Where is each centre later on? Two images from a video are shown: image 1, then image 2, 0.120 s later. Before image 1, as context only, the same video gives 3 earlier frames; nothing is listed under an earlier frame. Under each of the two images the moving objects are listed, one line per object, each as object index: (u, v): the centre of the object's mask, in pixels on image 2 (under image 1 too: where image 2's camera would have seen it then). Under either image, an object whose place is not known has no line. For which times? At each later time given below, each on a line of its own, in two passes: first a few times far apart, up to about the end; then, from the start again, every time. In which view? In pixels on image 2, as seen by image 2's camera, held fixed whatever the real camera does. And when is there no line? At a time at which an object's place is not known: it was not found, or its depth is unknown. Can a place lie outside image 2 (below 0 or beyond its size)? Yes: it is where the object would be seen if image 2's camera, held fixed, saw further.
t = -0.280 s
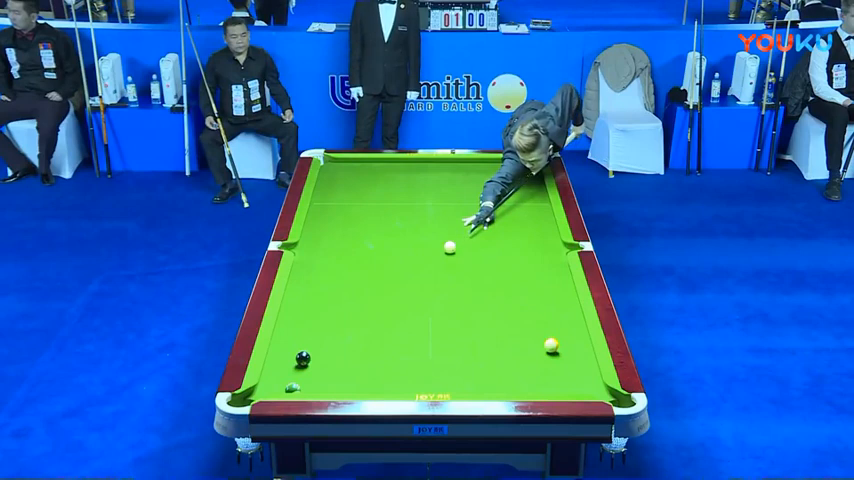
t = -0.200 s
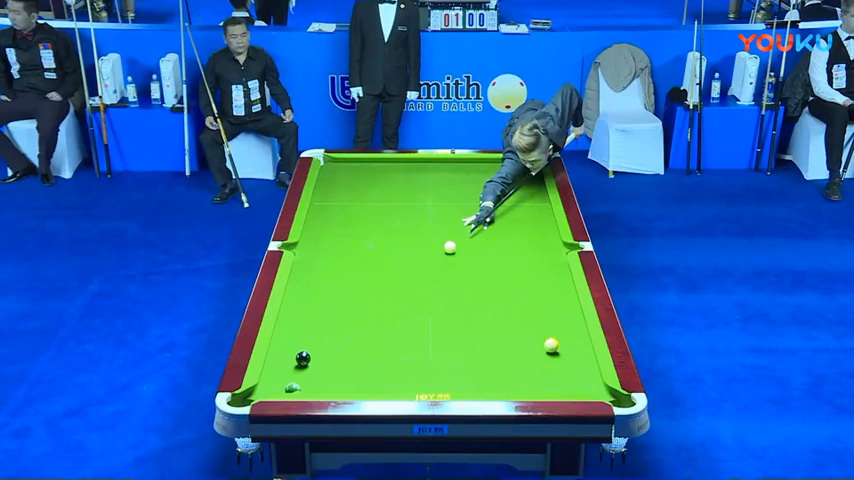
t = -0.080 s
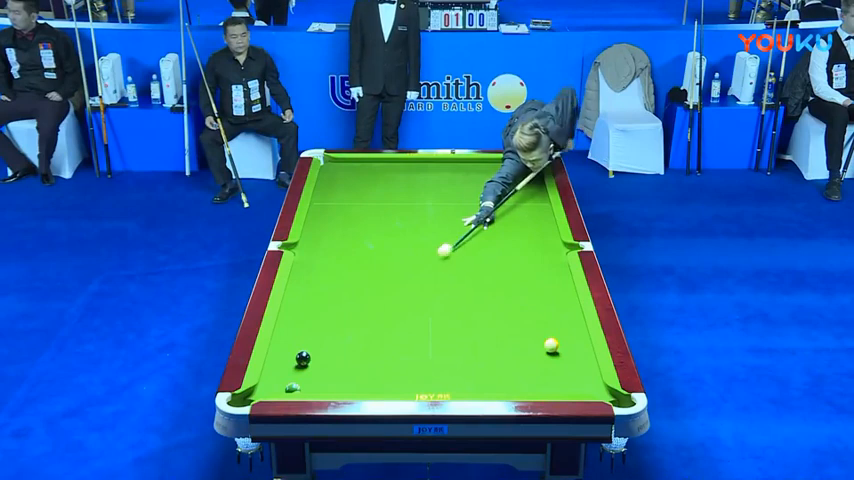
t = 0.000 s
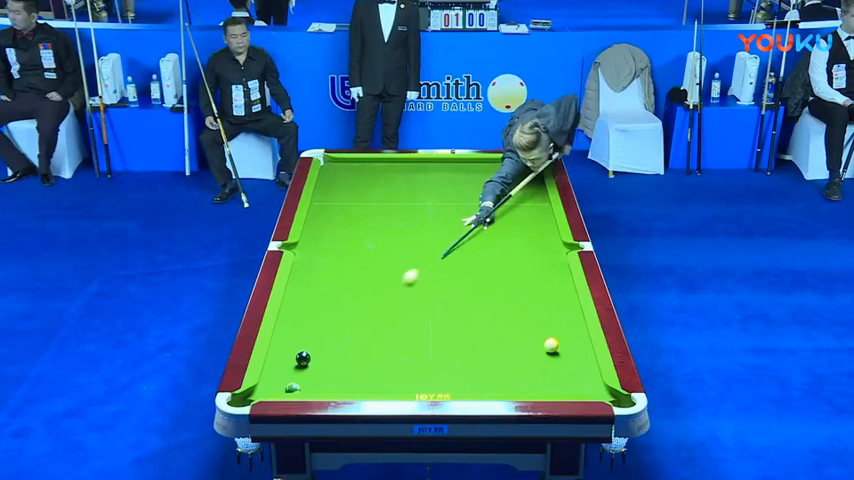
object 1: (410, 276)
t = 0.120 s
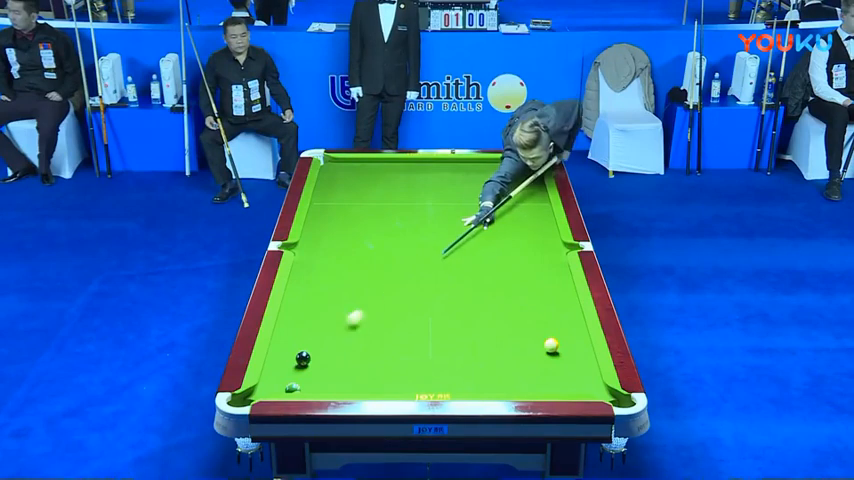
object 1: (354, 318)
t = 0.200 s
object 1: (314, 349)
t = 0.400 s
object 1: (311, 348)
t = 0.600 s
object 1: (315, 342)
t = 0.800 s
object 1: (318, 337)
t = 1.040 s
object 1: (321, 331)
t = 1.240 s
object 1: (325, 327)
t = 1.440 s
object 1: (327, 323)
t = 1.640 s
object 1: (329, 320)
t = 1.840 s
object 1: (331, 317)
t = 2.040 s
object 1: (332, 315)
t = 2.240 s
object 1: (334, 313)
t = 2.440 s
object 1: (335, 311)
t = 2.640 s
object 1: (336, 310)
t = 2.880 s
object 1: (337, 309)
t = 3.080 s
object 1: (337, 308)
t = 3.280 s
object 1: (337, 308)
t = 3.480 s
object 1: (337, 308)
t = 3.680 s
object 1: (337, 308)
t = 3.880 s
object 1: (337, 308)
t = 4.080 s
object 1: (337, 308)
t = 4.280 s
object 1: (337, 308)
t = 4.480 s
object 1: (337, 308)
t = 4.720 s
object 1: (337, 308)
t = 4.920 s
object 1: (337, 308)
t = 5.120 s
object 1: (337, 308)
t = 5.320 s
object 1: (337, 308)
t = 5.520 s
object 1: (337, 308)
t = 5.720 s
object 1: (337, 308)
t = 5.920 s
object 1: (337, 308)
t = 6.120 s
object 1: (337, 308)
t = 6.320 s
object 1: (337, 308)
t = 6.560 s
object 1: (337, 308)
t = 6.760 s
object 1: (337, 308)
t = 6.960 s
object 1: (337, 308)
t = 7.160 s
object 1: (337, 308)
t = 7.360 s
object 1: (337, 308)
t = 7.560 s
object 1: (337, 308)
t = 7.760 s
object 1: (337, 308)
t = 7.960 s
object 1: (337, 308)
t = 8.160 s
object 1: (337, 308)
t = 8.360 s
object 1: (337, 308)
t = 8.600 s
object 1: (337, 308)
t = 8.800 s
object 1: (337, 308)
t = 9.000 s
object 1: (337, 308)
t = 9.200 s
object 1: (337, 308)
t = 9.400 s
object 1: (337, 308)
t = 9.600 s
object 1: (337, 308)
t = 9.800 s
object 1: (337, 308)
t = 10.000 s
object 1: (337, 308)
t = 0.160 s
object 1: (335, 333)
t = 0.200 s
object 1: (314, 349)
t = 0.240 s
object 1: (310, 351)
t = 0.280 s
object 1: (309, 351)
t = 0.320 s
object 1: (309, 351)
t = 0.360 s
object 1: (309, 349)
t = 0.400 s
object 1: (311, 348)
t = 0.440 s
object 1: (311, 347)
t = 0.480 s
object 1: (312, 346)
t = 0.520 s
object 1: (313, 344)
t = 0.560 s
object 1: (314, 343)
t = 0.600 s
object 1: (315, 342)
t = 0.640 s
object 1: (315, 341)
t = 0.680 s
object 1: (316, 340)
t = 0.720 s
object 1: (317, 339)
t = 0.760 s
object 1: (317, 338)
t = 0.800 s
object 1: (318, 337)
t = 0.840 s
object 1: (319, 336)
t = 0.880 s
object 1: (319, 335)
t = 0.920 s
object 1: (320, 334)
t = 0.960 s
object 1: (321, 333)
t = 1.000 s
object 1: (321, 332)
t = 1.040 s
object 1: (321, 331)
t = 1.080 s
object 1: (322, 331)
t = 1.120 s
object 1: (323, 330)
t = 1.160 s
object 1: (324, 329)
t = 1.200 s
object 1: (324, 328)
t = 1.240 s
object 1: (325, 327)
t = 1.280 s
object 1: (325, 326)
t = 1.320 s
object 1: (326, 325)
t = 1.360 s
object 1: (326, 325)
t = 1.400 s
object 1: (327, 324)
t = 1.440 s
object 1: (327, 323)
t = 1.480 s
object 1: (328, 323)
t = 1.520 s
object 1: (328, 322)
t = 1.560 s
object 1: (328, 321)
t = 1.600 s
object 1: (329, 321)
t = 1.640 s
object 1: (329, 320)
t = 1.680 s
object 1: (330, 320)
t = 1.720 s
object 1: (330, 319)
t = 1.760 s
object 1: (330, 318)
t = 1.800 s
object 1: (331, 318)
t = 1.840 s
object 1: (331, 317)
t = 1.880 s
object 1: (331, 317)
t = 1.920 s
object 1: (332, 316)
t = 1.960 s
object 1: (332, 316)
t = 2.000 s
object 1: (332, 315)
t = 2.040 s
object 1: (332, 315)
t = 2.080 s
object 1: (333, 314)
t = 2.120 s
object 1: (333, 314)
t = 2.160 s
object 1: (333, 313)
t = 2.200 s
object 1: (334, 313)
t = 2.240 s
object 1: (334, 313)
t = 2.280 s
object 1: (334, 312)
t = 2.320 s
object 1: (334, 312)
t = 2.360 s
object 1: (335, 312)
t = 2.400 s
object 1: (335, 311)
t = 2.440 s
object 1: (335, 311)
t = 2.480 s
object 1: (335, 311)
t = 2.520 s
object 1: (335, 310)
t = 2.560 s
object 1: (335, 310)
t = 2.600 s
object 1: (335, 310)
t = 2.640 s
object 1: (336, 310)
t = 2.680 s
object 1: (336, 309)
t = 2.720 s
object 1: (336, 309)
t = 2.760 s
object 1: (336, 309)
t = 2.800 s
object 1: (336, 309)
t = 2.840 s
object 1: (336, 309)
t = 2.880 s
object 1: (337, 309)
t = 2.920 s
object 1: (337, 308)
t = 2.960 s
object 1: (337, 308)
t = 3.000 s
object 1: (337, 308)
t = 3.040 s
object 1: (337, 308)
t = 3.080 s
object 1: (337, 308)
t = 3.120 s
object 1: (337, 308)
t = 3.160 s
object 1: (337, 308)
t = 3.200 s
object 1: (337, 308)
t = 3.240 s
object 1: (337, 308)
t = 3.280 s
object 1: (337, 308)
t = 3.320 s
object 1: (337, 308)
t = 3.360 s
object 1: (337, 308)
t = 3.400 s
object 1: (337, 308)
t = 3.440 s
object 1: (337, 308)
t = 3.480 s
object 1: (337, 308)
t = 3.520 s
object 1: (337, 308)
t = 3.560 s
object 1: (337, 308)
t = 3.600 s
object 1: (337, 308)
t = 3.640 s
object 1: (337, 308)
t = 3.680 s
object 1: (337, 308)
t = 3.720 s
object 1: (337, 308)
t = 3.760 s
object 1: (337, 308)
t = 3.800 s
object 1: (337, 308)
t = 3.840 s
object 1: (337, 308)
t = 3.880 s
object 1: (337, 308)
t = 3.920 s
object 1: (337, 308)
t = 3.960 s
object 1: (337, 308)
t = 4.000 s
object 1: (337, 308)
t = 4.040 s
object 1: (337, 308)
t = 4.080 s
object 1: (337, 308)
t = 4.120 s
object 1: (337, 308)
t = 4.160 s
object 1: (337, 308)
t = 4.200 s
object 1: (337, 308)
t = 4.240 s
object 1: (337, 308)
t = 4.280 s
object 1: (337, 308)
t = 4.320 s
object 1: (337, 308)
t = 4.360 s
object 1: (337, 308)
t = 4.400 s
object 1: (337, 308)
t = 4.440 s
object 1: (337, 308)
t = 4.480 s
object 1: (337, 308)
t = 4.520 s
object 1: (337, 308)
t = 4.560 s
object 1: (337, 308)
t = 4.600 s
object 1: (337, 308)
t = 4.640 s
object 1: (337, 308)
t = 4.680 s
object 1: (337, 308)
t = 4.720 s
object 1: (337, 308)
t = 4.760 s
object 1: (337, 308)
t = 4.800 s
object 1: (337, 308)
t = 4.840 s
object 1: (337, 308)
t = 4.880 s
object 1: (337, 308)
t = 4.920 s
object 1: (337, 308)
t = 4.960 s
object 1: (337, 308)
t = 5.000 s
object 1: (337, 308)
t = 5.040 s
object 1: (337, 308)
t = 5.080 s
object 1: (337, 308)
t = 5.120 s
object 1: (337, 308)
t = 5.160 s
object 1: (337, 308)
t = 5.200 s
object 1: (337, 308)
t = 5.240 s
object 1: (337, 308)
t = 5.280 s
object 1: (337, 308)
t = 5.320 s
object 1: (337, 308)
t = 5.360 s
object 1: (337, 308)
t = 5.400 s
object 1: (337, 308)
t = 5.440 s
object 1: (337, 308)
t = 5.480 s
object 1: (337, 308)
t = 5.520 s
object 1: (337, 308)
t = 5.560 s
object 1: (337, 308)
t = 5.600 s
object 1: (337, 308)
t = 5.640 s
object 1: (337, 308)
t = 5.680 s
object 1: (337, 308)
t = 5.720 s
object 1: (337, 308)
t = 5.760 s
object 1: (337, 308)
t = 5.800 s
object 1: (337, 308)
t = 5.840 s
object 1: (337, 308)
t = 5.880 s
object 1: (337, 308)
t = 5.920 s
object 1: (337, 308)
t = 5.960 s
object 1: (337, 308)
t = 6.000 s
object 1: (337, 308)
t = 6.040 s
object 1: (337, 308)
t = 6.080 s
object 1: (337, 308)
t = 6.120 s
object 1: (337, 308)
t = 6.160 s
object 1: (337, 308)
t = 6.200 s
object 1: (337, 308)
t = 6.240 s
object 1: (337, 308)
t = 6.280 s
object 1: (337, 308)
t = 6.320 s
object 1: (337, 308)
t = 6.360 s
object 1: (337, 308)
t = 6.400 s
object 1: (337, 308)
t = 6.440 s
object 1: (337, 308)
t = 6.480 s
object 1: (337, 308)
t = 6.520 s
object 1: (337, 308)
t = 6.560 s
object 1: (337, 308)
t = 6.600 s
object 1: (337, 308)
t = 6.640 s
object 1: (337, 308)
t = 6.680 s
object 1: (337, 308)
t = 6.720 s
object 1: (337, 308)
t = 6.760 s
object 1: (337, 308)
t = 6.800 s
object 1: (337, 308)
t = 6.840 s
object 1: (337, 308)
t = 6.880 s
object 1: (337, 308)
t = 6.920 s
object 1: (337, 308)
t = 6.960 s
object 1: (337, 308)
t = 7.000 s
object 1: (337, 308)
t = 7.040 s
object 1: (337, 308)
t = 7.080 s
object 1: (337, 308)
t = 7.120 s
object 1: (337, 308)
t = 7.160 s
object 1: (337, 308)
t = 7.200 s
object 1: (337, 308)
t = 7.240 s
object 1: (337, 308)
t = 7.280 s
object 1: (337, 308)
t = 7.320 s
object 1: (337, 308)
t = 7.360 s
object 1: (337, 308)
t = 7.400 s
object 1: (337, 308)
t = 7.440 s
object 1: (337, 308)
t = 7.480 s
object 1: (337, 308)
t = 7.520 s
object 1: (337, 308)
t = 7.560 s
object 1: (337, 308)
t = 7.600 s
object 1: (337, 308)
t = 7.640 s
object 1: (337, 308)
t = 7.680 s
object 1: (337, 308)
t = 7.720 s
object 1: (337, 308)
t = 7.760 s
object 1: (337, 308)
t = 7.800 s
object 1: (337, 308)
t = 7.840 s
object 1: (337, 308)
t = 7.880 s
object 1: (337, 308)
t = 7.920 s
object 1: (337, 308)
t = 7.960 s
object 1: (337, 308)
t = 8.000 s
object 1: (337, 308)
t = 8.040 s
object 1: (337, 308)
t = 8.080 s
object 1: (337, 308)
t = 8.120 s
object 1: (337, 308)
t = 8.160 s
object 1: (337, 308)
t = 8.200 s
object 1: (337, 308)
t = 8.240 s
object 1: (337, 308)
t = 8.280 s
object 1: (337, 308)
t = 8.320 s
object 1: (337, 308)
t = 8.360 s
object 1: (337, 308)
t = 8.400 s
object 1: (337, 308)
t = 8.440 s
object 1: (337, 308)
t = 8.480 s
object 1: (337, 308)
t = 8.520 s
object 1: (337, 308)
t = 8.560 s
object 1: (337, 308)
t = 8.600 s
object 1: (337, 308)
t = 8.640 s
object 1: (337, 308)
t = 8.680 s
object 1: (337, 308)
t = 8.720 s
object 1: (337, 308)
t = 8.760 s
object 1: (337, 308)
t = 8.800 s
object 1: (337, 308)
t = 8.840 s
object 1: (337, 308)
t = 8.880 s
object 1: (337, 308)
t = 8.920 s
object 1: (337, 308)
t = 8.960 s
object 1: (337, 308)
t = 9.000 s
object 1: (337, 308)
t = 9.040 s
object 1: (337, 308)
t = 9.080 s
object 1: (337, 308)
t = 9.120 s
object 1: (337, 308)
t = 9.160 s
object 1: (337, 308)
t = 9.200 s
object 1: (337, 308)
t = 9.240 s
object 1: (337, 308)
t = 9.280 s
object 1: (337, 308)
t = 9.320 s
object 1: (337, 308)
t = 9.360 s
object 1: (337, 308)
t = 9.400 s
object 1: (337, 308)
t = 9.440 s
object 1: (337, 308)
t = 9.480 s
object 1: (337, 308)
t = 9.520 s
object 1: (337, 308)
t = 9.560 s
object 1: (337, 308)
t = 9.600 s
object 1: (337, 308)
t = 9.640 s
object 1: (337, 308)
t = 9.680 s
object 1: (337, 308)
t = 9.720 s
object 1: (337, 308)
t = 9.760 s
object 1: (337, 308)
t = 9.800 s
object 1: (337, 308)
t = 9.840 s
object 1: (337, 308)
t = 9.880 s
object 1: (337, 308)
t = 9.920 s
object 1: (337, 308)
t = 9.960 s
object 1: (337, 308)
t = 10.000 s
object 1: (337, 308)
